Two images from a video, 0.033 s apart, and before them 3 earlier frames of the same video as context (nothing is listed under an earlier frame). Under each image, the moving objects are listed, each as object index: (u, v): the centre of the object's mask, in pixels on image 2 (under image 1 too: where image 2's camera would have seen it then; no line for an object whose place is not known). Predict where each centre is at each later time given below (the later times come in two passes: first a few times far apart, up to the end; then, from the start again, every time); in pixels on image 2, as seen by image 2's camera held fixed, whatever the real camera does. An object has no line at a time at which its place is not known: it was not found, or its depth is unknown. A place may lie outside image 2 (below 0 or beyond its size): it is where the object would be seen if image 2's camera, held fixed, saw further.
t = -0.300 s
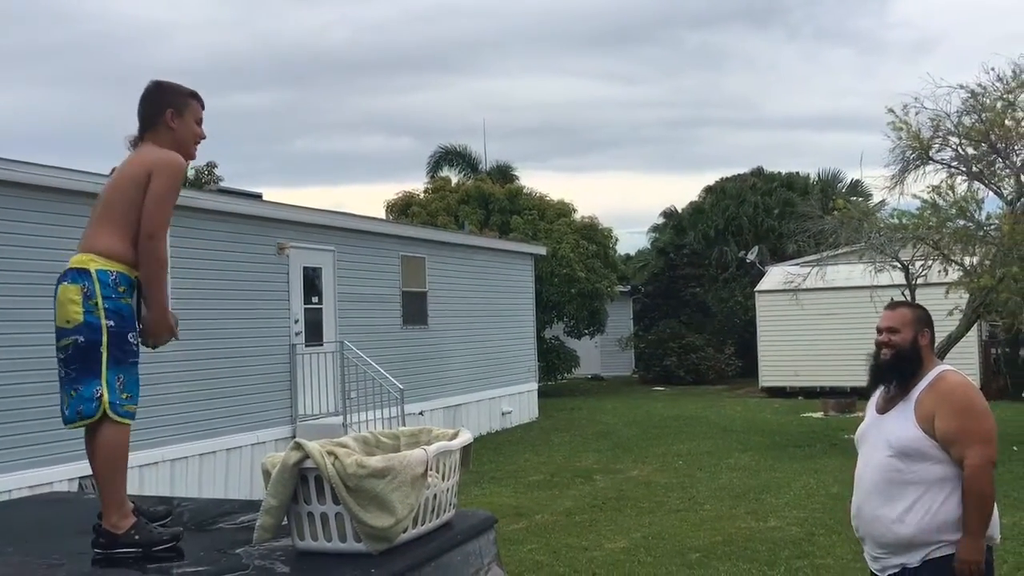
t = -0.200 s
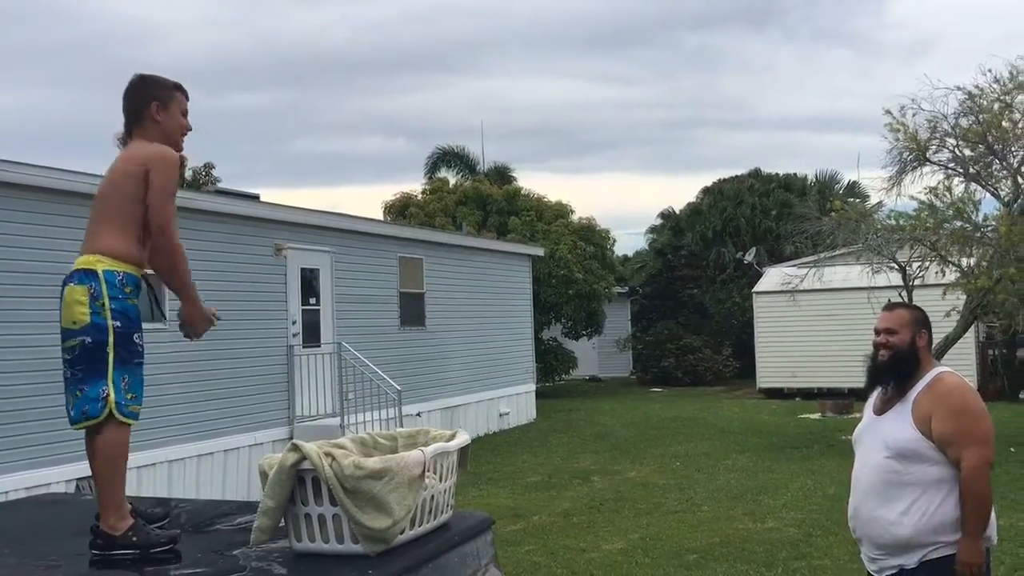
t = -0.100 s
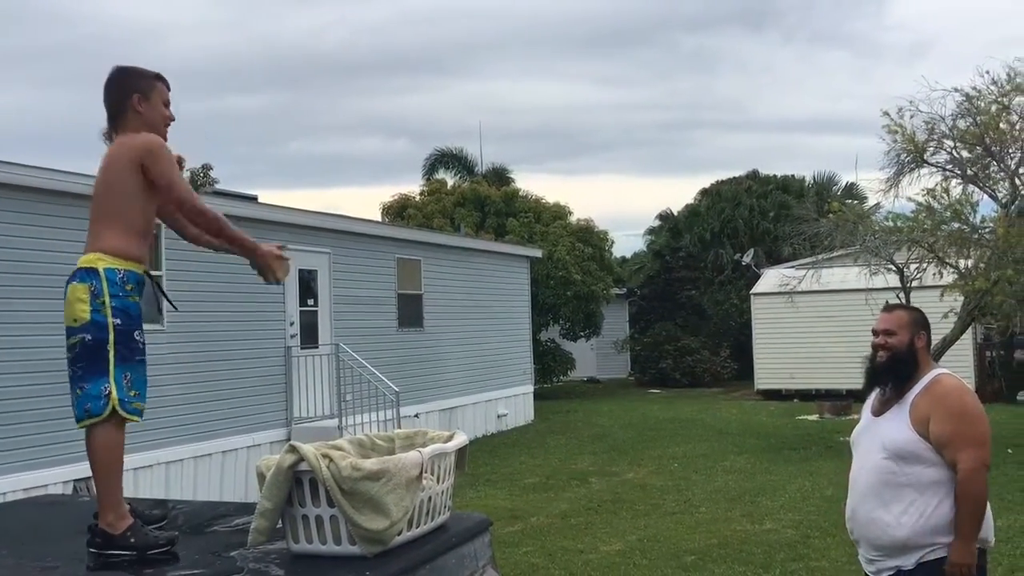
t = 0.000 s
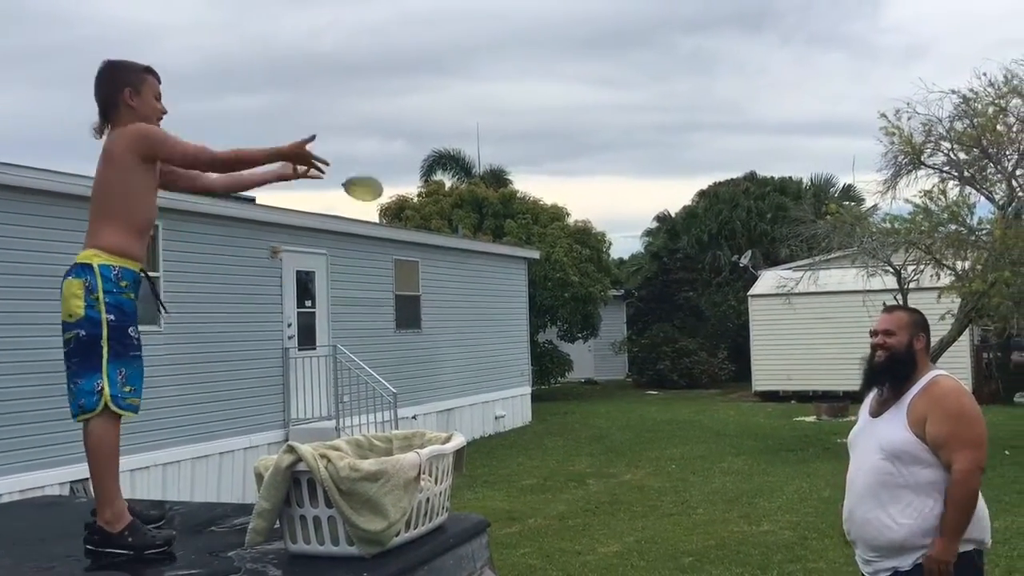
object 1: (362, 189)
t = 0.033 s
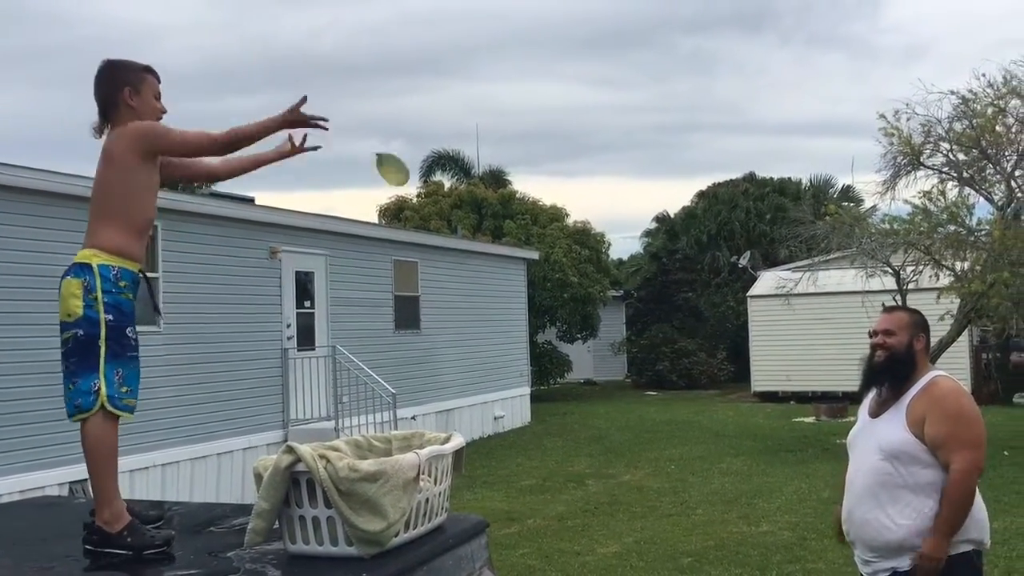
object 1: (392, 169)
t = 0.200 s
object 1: (535, 126)
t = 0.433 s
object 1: (715, 193)
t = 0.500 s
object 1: (764, 237)
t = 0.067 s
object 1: (422, 153)
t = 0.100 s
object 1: (451, 140)
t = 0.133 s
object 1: (480, 133)
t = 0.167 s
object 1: (508, 128)
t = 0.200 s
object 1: (535, 126)
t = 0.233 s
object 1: (561, 127)
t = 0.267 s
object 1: (588, 131)
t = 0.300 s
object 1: (615, 138)
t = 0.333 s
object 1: (641, 148)
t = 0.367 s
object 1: (666, 160)
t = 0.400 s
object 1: (691, 175)
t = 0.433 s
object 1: (715, 193)
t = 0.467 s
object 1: (740, 214)
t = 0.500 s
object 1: (764, 237)
